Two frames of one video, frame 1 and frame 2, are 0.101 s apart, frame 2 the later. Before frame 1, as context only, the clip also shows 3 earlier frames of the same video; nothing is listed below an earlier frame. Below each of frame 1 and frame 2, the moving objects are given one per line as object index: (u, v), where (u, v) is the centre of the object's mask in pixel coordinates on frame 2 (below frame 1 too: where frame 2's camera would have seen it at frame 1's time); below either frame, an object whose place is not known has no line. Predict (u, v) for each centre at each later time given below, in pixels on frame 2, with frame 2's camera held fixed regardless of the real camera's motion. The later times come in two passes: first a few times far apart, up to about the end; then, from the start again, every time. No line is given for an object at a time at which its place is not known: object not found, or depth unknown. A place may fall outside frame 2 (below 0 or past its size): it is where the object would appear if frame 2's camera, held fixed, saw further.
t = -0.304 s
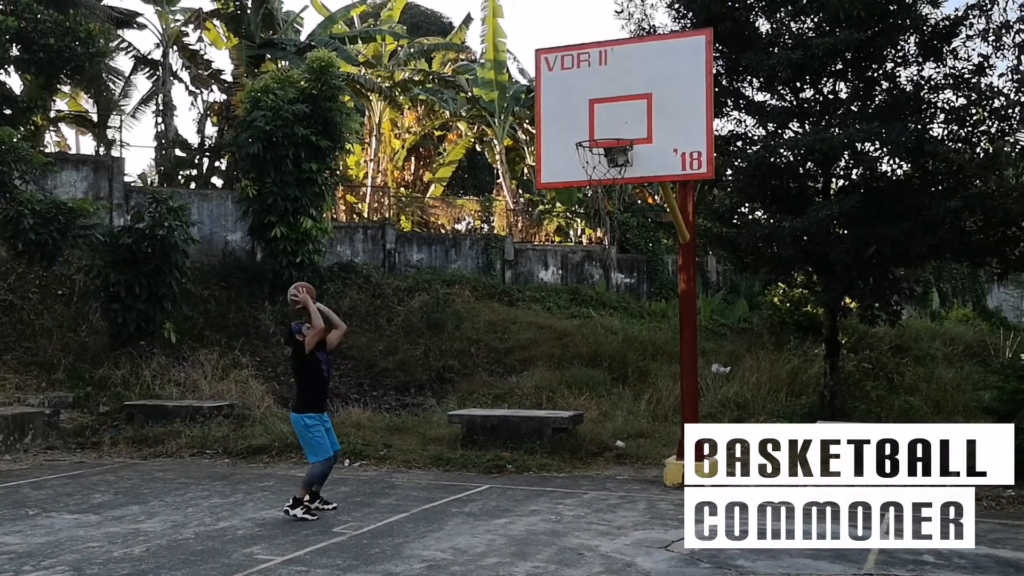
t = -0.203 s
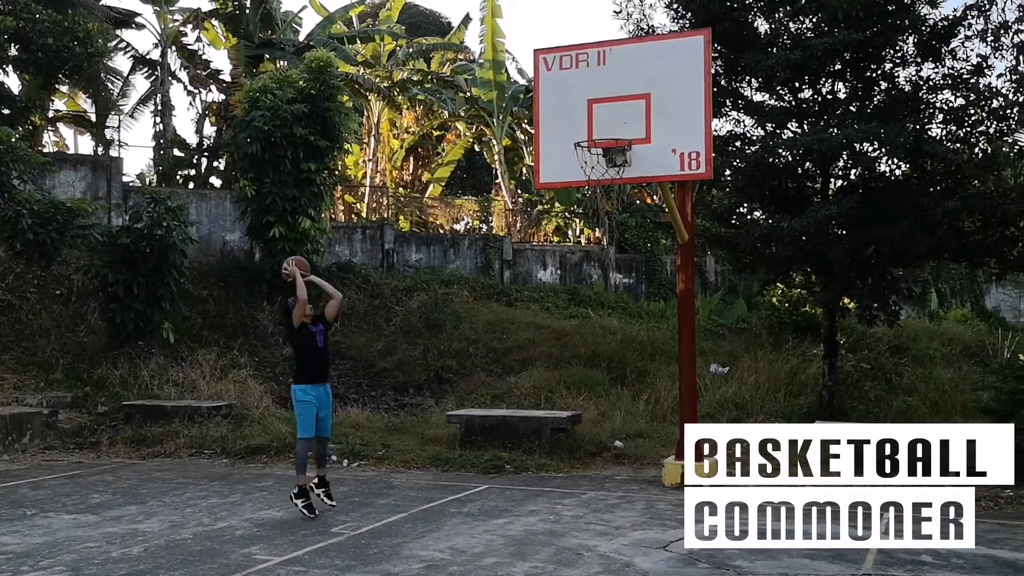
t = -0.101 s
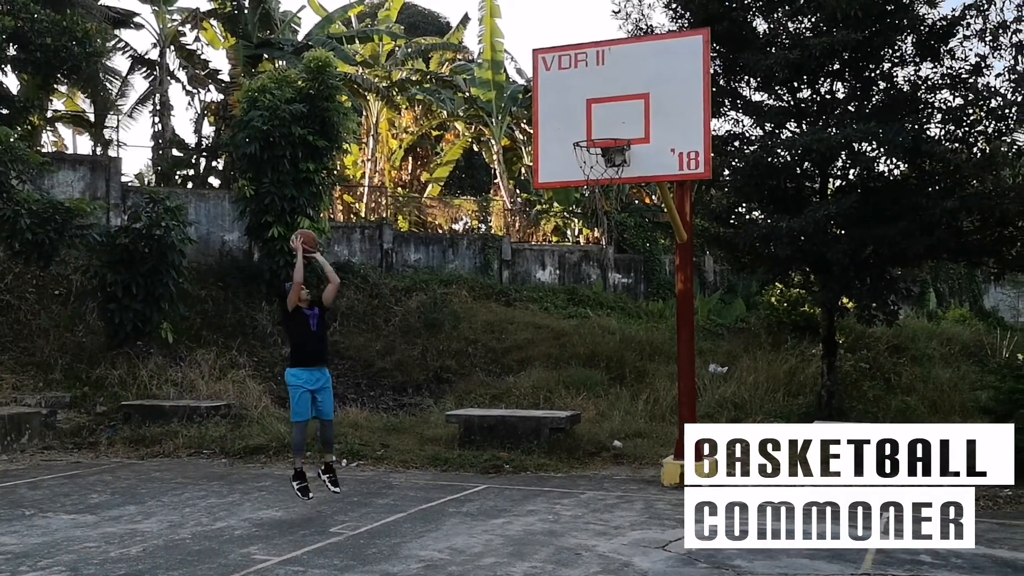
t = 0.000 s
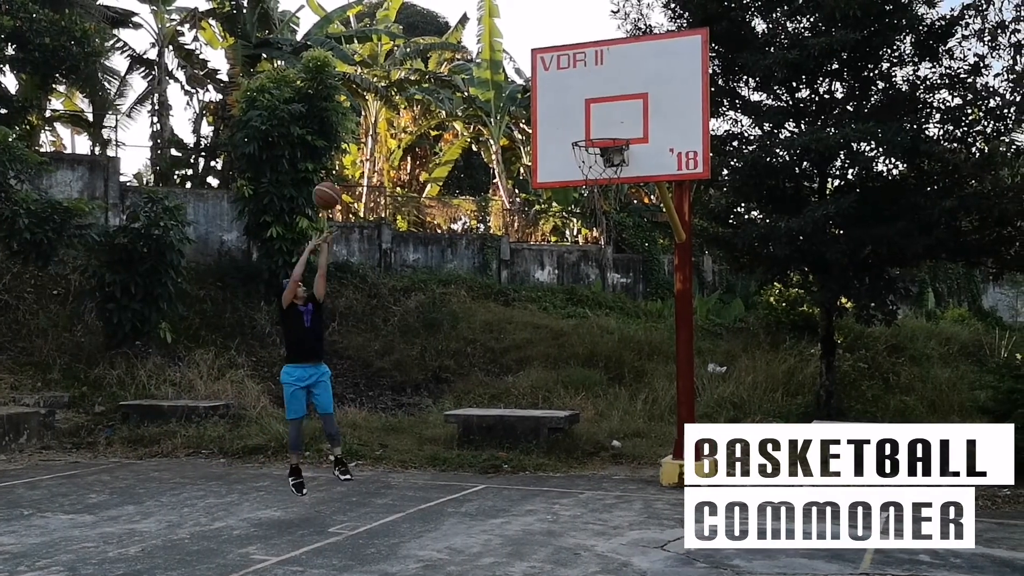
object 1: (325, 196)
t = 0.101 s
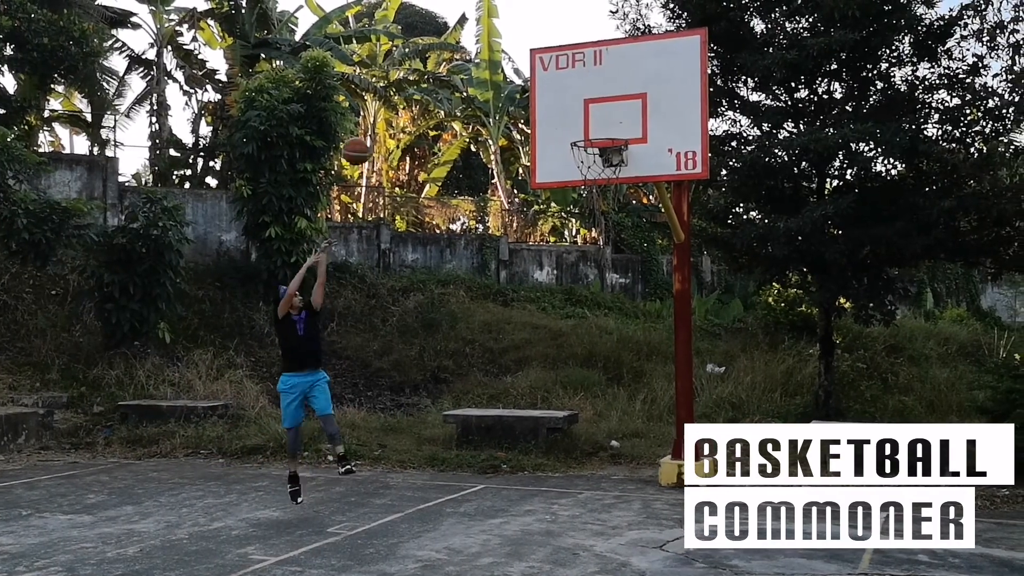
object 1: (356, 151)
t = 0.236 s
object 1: (398, 108)
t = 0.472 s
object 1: (472, 80)
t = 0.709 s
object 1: (554, 115)
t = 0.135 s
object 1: (366, 139)
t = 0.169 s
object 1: (377, 128)
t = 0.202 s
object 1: (388, 117)
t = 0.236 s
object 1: (398, 108)
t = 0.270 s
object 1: (408, 100)
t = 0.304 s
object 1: (420, 94)
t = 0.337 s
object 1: (430, 88)
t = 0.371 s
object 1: (441, 84)
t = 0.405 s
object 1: (452, 82)
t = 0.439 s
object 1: (462, 79)
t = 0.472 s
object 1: (472, 80)
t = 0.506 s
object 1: (485, 82)
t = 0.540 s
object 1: (496, 83)
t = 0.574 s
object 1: (507, 87)
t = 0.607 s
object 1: (519, 92)
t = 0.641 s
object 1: (530, 98)
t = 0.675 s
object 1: (542, 106)
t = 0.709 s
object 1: (554, 115)
